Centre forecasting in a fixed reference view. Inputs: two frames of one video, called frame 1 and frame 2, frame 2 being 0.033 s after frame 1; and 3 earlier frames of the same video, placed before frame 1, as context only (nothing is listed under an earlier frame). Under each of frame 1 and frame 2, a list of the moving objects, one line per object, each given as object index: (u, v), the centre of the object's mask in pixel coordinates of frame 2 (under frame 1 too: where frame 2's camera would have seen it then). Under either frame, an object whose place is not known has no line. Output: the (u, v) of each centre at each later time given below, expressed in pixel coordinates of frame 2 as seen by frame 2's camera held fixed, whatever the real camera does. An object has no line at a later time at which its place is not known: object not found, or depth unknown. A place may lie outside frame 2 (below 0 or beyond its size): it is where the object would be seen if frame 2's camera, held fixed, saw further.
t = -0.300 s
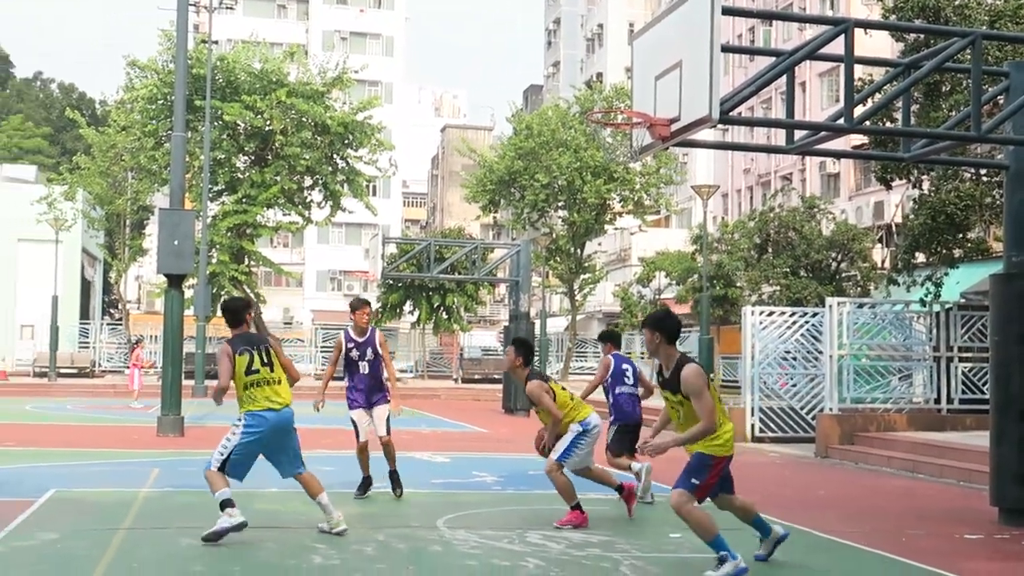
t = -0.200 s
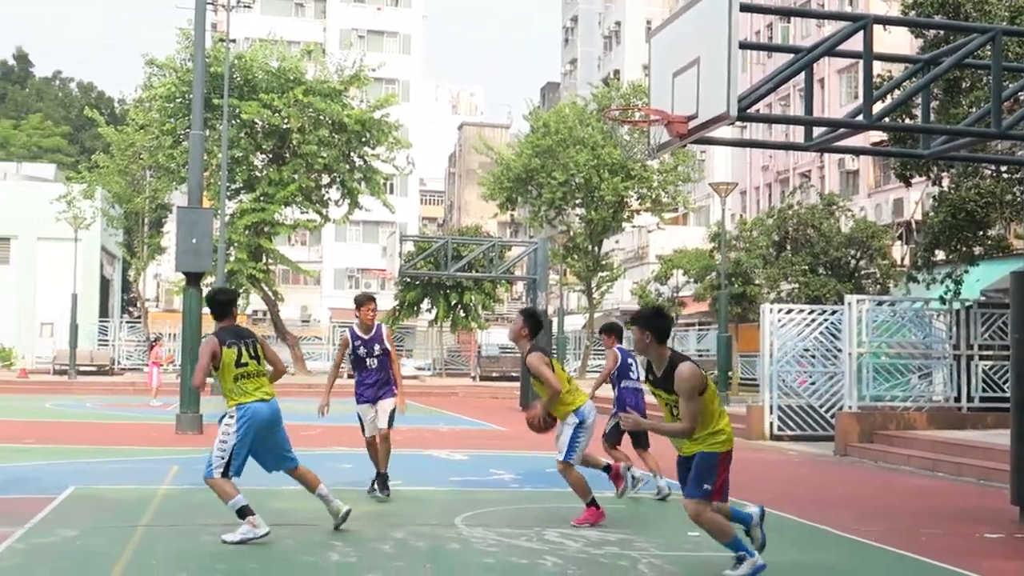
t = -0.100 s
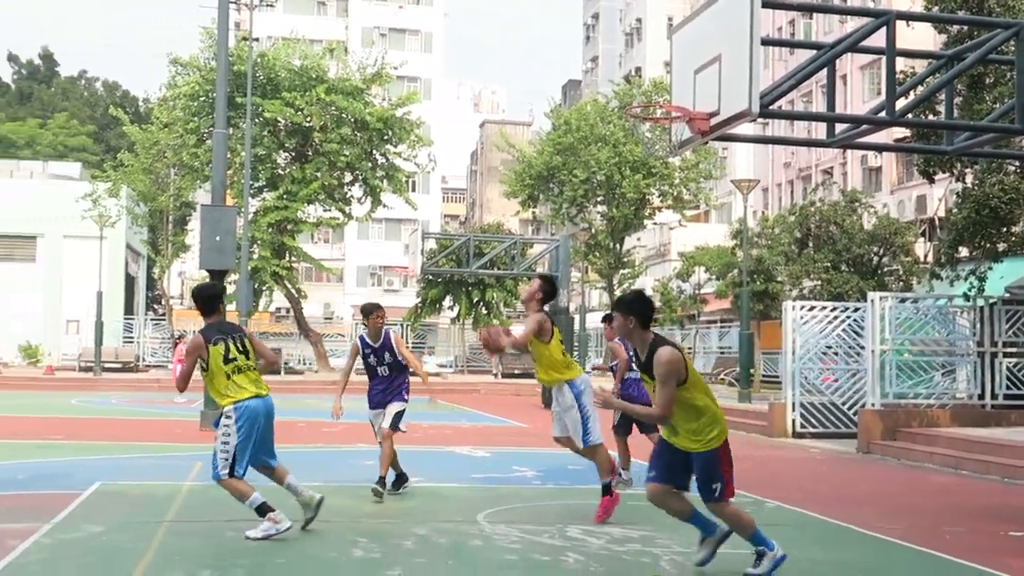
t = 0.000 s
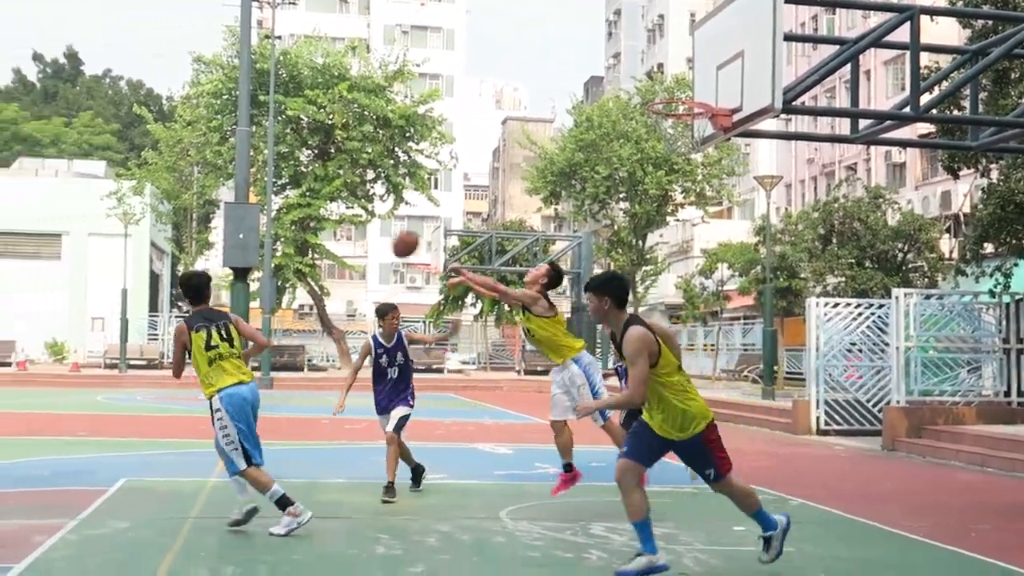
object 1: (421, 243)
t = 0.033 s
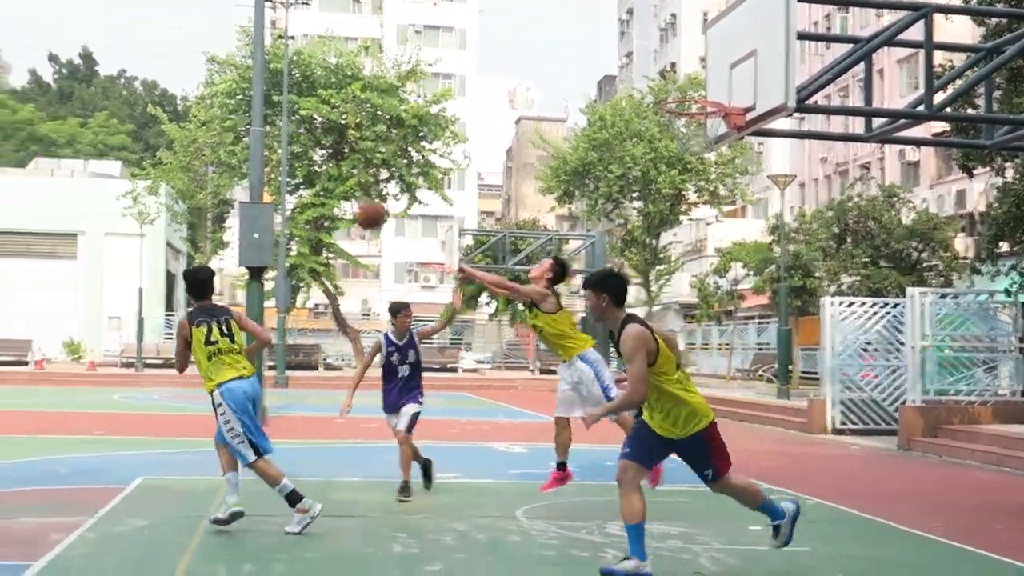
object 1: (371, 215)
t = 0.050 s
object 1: (345, 199)
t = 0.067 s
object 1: (322, 186)
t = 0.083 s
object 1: (299, 174)
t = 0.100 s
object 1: (275, 161)
